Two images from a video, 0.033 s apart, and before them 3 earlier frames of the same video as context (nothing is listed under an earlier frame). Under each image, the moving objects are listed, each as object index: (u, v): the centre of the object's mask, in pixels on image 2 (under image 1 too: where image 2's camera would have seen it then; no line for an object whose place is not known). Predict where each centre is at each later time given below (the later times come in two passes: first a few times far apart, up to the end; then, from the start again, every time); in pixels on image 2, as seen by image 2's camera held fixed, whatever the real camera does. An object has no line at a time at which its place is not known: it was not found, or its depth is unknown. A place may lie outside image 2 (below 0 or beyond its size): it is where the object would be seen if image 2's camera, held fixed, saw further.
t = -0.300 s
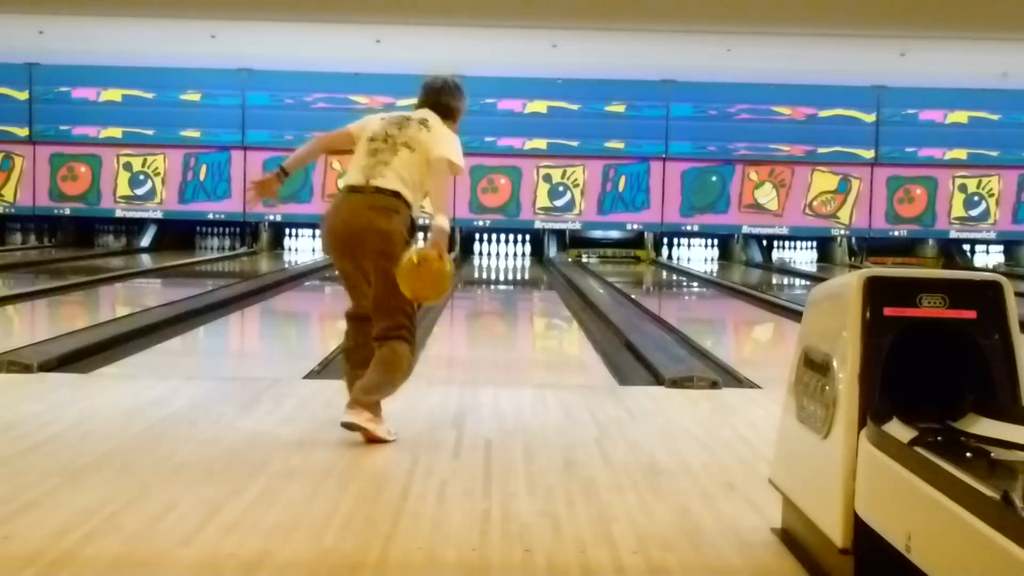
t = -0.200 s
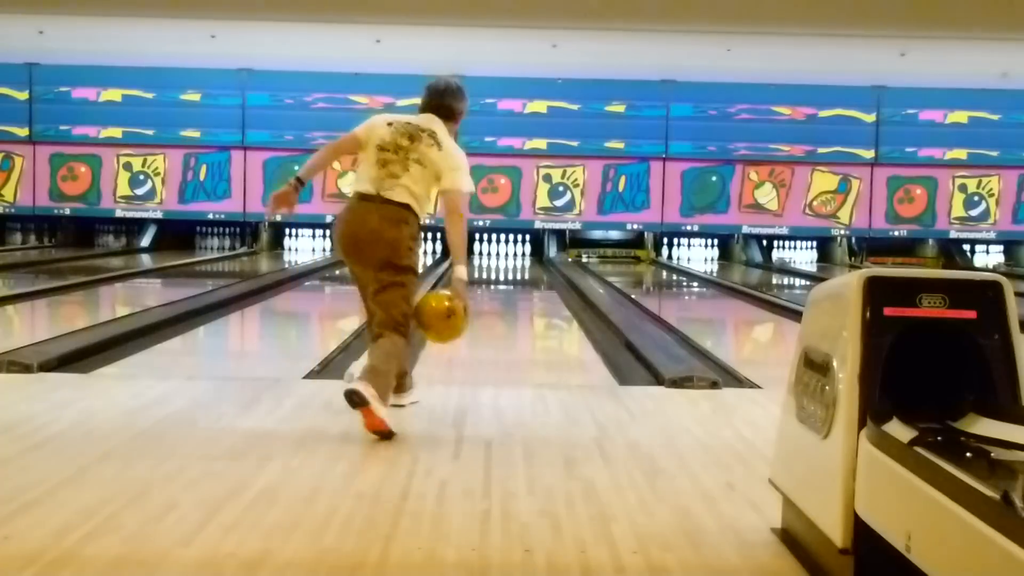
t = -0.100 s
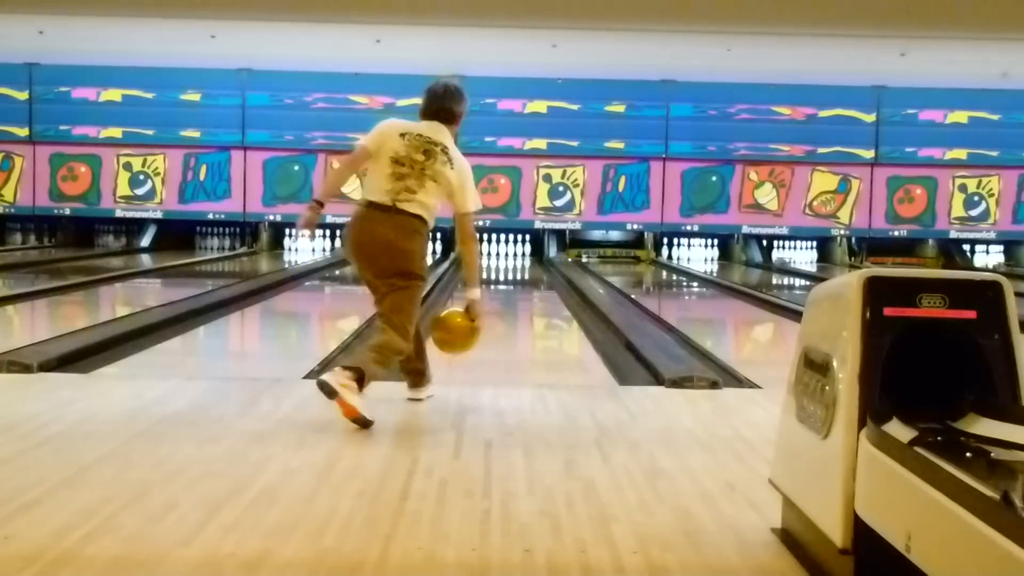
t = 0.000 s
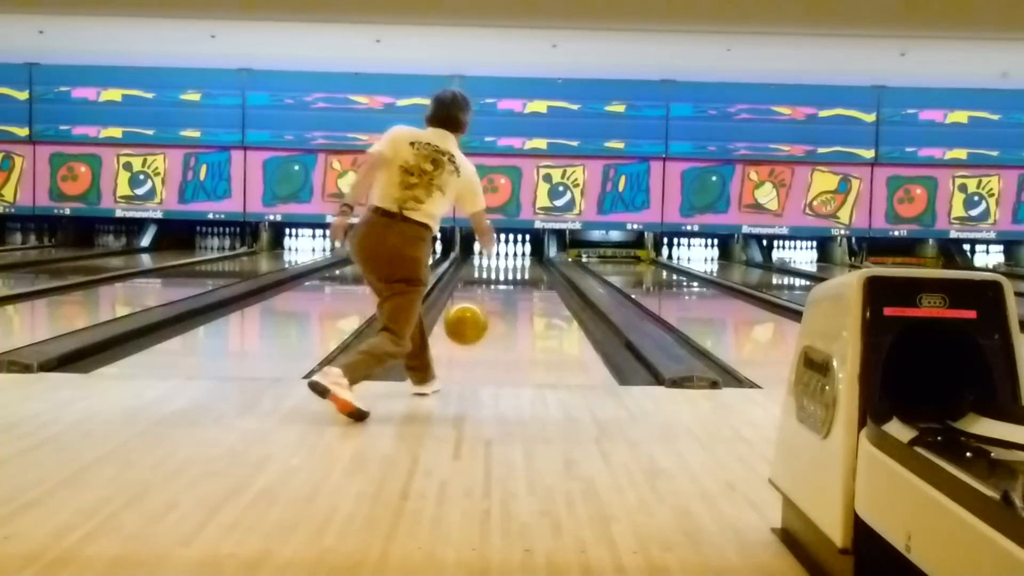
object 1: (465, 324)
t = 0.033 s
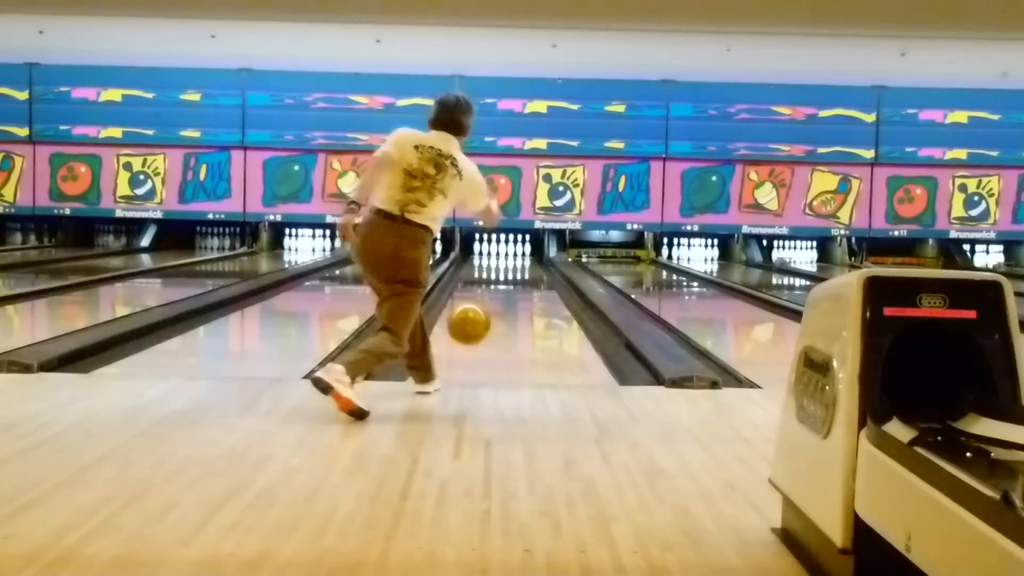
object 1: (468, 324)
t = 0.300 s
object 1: (488, 334)
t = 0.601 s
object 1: (501, 312)
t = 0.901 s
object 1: (510, 298)
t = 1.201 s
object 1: (516, 286)
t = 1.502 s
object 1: (520, 277)
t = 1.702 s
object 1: (522, 274)
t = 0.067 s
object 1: (471, 327)
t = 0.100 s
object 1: (474, 331)
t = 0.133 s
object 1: (476, 337)
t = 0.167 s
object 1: (479, 344)
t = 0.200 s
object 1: (481, 343)
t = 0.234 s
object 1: (484, 339)
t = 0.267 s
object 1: (486, 337)
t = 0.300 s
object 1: (488, 334)
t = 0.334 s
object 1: (490, 332)
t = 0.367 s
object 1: (491, 329)
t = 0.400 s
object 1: (493, 326)
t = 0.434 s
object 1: (494, 323)
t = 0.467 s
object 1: (496, 321)
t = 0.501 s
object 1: (497, 319)
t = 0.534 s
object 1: (499, 316)
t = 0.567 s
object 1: (500, 314)
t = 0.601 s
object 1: (501, 312)
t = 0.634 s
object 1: (502, 310)
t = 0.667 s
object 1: (504, 308)
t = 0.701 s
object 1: (505, 306)
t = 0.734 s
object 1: (506, 305)
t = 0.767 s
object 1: (507, 304)
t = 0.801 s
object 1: (508, 302)
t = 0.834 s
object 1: (509, 300)
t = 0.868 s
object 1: (509, 299)
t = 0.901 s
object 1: (510, 298)
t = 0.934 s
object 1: (511, 296)
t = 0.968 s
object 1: (511, 294)
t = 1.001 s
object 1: (512, 293)
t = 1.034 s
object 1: (513, 292)
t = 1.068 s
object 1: (514, 291)
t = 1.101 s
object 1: (514, 290)
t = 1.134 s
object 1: (515, 288)
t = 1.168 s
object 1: (516, 287)
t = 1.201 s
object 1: (516, 286)
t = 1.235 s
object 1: (516, 285)
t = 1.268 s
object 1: (517, 284)
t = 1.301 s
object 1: (518, 284)
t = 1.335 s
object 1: (519, 284)
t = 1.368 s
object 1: (524, 279)
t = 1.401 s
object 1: (521, 279)
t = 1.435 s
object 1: (519, 279)
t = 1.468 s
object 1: (519, 278)
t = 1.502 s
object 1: (520, 277)
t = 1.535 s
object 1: (520, 277)
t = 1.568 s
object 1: (521, 277)
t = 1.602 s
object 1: (522, 276)
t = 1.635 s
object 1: (522, 275)
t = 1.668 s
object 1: (522, 275)
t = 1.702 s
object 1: (522, 274)
